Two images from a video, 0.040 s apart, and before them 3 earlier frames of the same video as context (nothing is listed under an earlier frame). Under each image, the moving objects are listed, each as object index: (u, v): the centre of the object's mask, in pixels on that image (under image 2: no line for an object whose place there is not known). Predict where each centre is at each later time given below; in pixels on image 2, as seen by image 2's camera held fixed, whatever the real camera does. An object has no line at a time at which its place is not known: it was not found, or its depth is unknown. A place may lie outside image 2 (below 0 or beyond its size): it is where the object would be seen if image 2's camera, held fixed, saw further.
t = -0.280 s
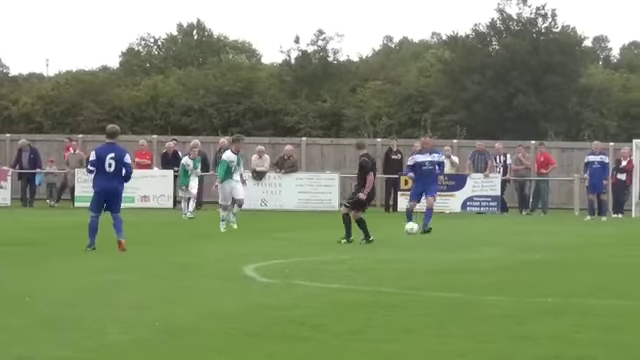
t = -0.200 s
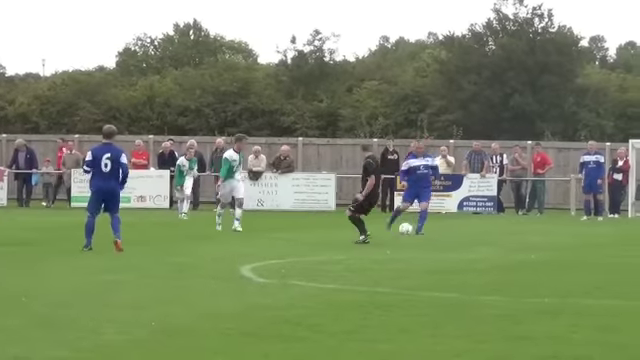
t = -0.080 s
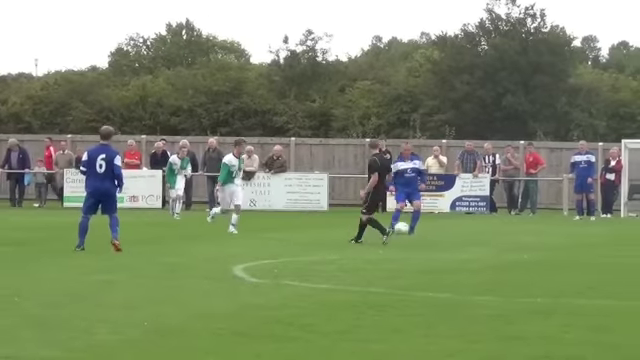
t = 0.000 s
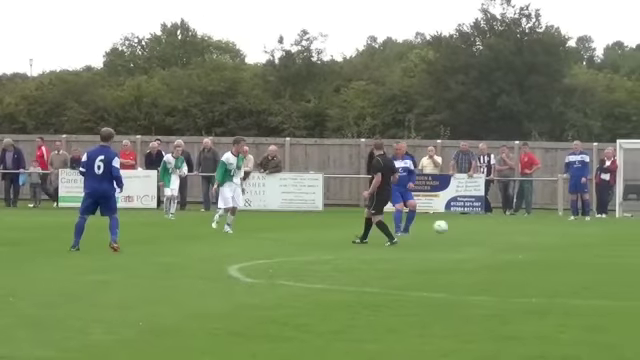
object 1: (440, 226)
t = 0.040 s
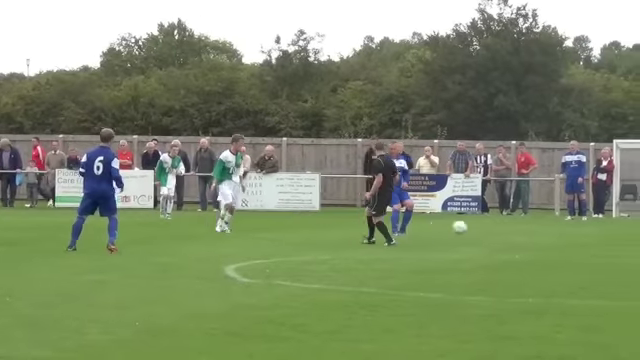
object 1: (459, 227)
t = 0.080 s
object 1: (481, 228)
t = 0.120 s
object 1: (503, 230)
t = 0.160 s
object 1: (524, 232)
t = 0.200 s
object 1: (541, 232)
